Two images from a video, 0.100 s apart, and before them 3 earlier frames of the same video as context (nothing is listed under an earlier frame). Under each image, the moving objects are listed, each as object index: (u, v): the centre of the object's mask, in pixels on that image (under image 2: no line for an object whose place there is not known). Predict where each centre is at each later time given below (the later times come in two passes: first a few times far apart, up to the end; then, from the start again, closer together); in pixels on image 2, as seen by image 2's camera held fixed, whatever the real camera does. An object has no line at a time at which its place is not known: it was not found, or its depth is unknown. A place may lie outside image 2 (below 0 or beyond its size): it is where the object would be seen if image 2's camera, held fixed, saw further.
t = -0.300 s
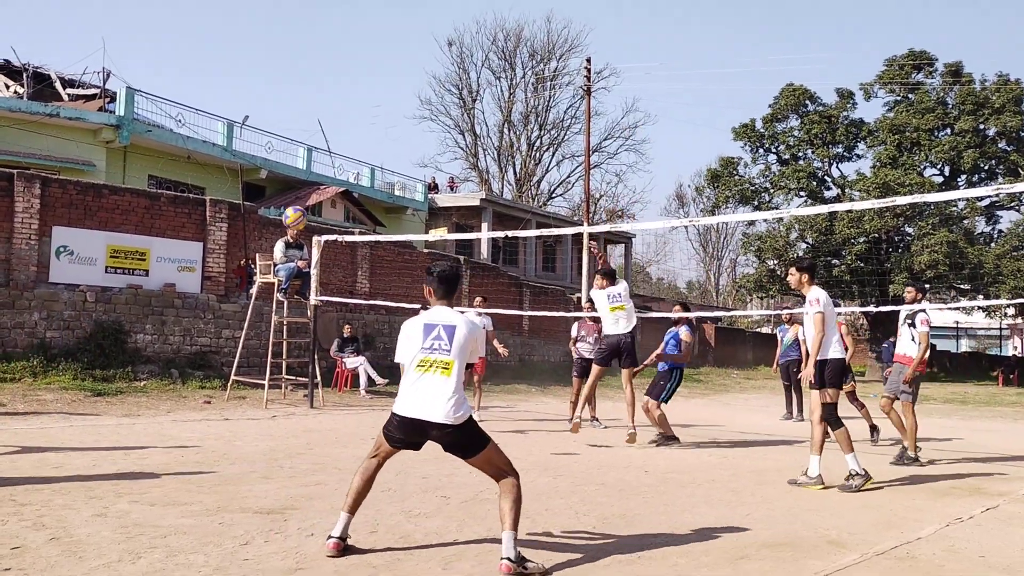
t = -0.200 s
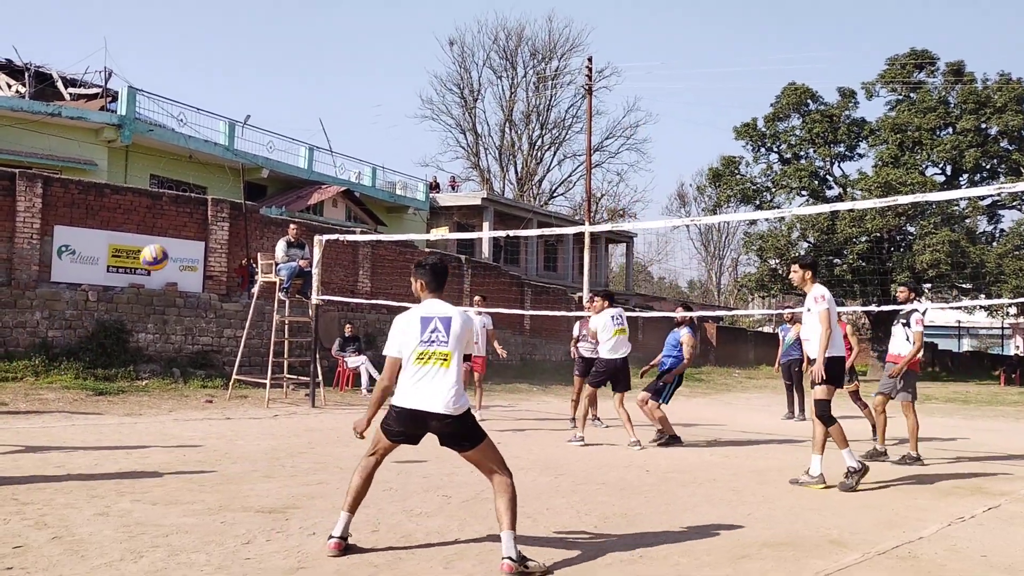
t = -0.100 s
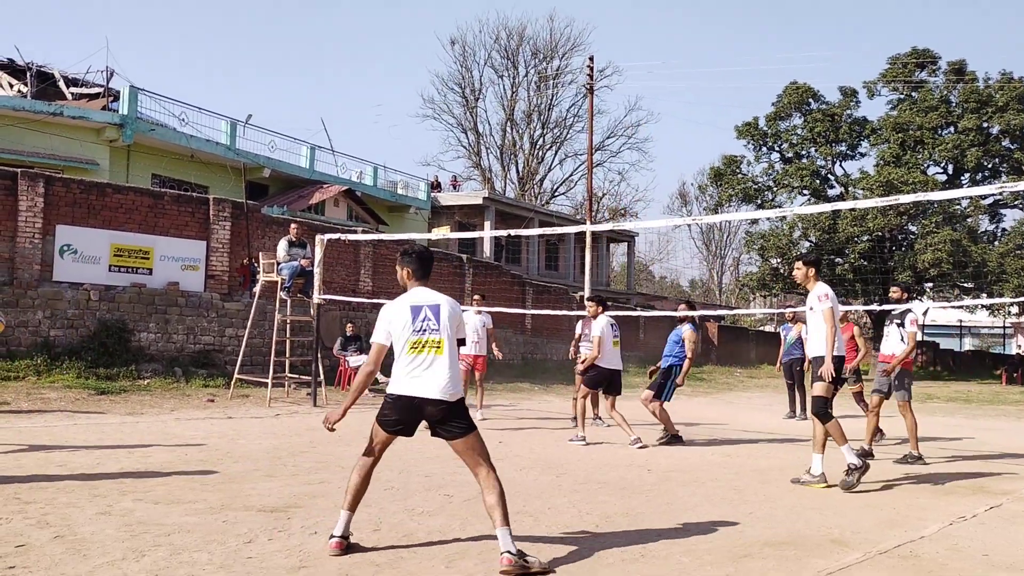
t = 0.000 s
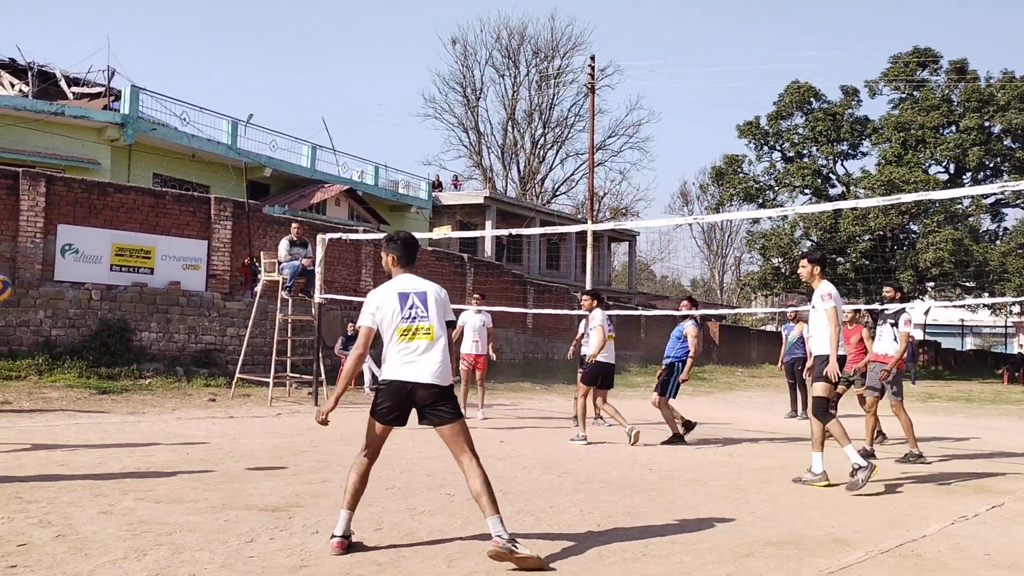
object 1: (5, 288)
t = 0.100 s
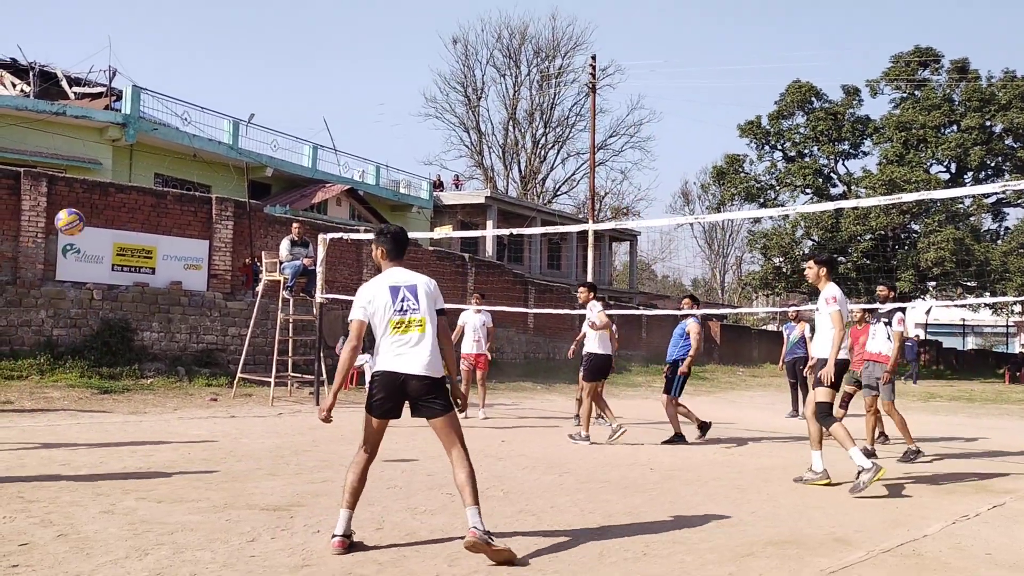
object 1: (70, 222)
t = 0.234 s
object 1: (155, 161)
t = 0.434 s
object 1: (265, 120)
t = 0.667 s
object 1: (370, 127)
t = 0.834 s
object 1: (434, 164)
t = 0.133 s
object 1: (92, 204)
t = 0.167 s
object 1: (114, 189)
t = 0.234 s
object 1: (155, 161)
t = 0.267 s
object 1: (174, 151)
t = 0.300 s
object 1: (193, 142)
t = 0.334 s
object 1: (212, 134)
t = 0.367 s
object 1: (230, 129)
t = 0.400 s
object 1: (248, 124)
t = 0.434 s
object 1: (265, 120)
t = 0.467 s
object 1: (281, 118)
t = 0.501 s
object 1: (297, 117)
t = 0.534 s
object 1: (312, 117)
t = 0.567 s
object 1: (327, 117)
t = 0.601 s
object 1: (342, 120)
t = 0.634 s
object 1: (356, 123)
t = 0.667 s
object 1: (370, 127)
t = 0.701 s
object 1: (383, 133)
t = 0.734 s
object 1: (396, 139)
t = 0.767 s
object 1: (409, 147)
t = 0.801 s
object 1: (422, 155)
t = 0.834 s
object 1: (434, 164)
